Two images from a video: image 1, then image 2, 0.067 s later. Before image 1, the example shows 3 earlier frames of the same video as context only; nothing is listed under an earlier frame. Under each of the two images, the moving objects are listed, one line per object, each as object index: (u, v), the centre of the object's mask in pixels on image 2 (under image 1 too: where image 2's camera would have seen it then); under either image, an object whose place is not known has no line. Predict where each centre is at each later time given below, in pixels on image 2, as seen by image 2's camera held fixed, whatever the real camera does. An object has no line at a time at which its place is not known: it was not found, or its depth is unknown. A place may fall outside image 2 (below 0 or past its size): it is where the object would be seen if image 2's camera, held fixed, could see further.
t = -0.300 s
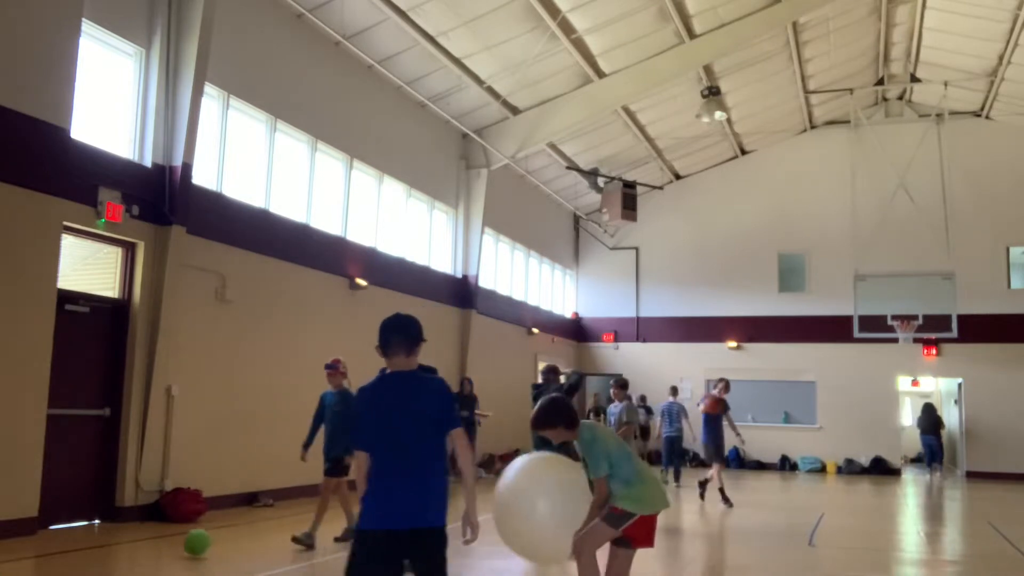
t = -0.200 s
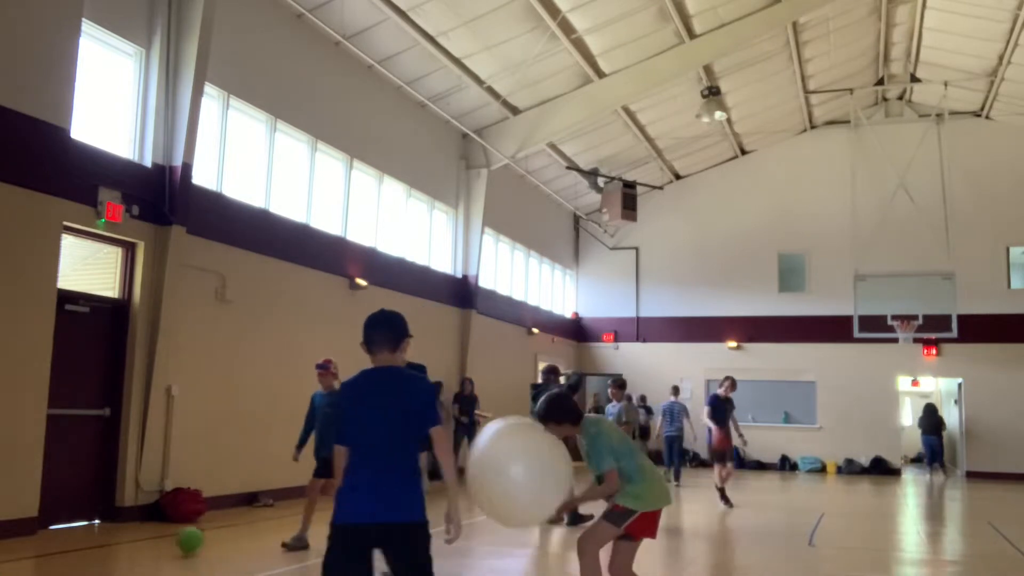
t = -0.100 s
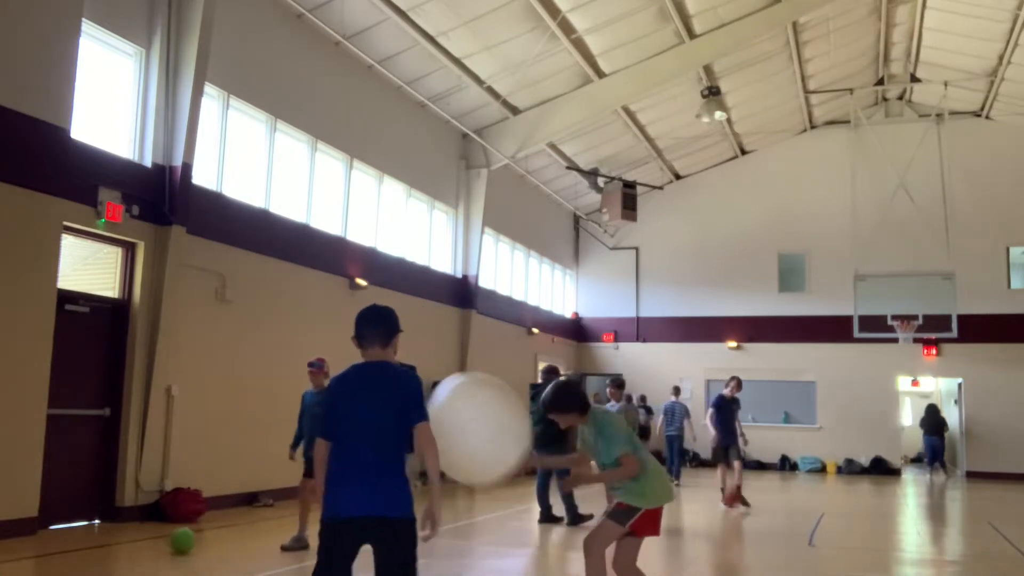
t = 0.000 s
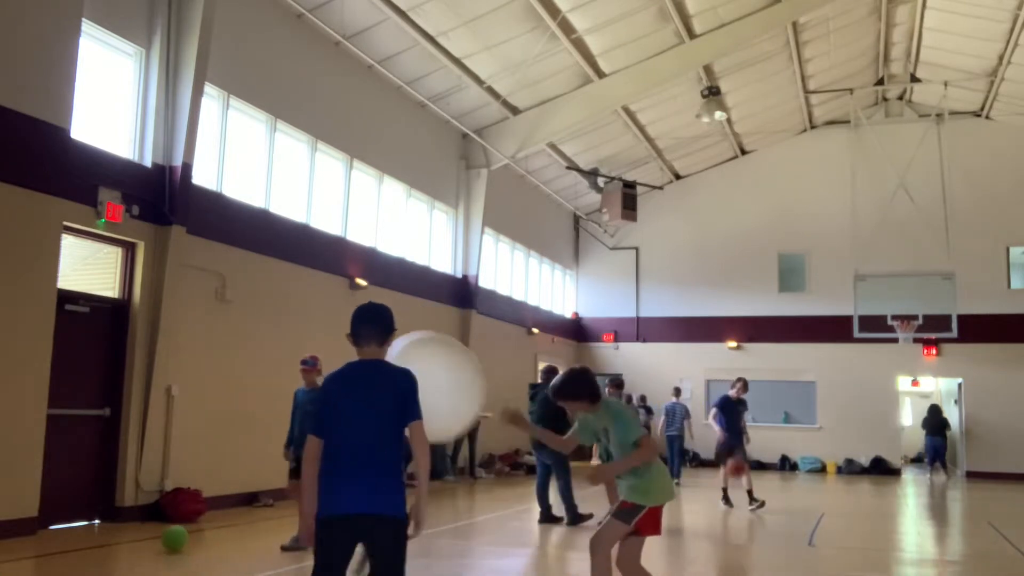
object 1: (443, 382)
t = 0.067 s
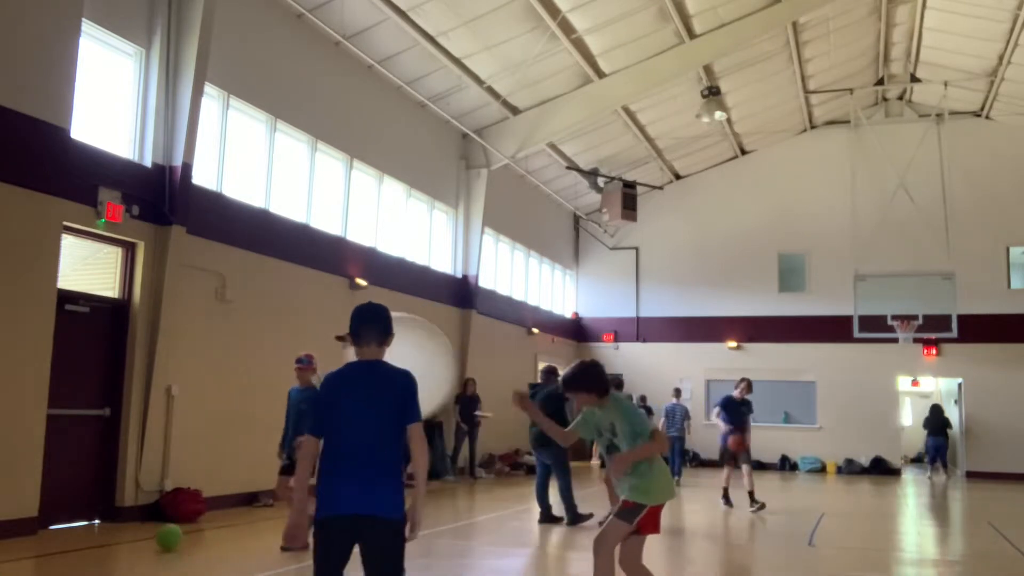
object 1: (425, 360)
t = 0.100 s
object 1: (414, 350)
